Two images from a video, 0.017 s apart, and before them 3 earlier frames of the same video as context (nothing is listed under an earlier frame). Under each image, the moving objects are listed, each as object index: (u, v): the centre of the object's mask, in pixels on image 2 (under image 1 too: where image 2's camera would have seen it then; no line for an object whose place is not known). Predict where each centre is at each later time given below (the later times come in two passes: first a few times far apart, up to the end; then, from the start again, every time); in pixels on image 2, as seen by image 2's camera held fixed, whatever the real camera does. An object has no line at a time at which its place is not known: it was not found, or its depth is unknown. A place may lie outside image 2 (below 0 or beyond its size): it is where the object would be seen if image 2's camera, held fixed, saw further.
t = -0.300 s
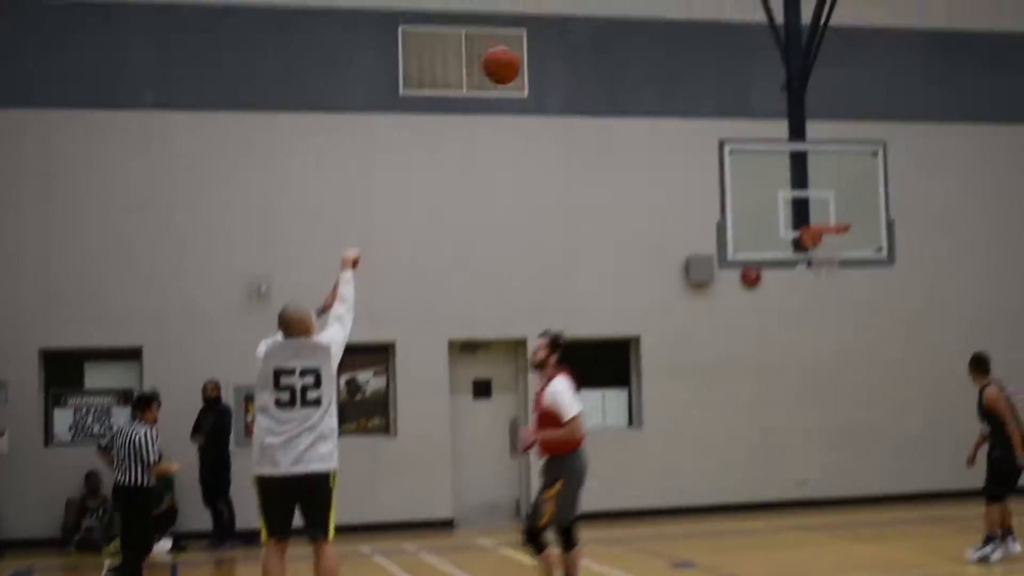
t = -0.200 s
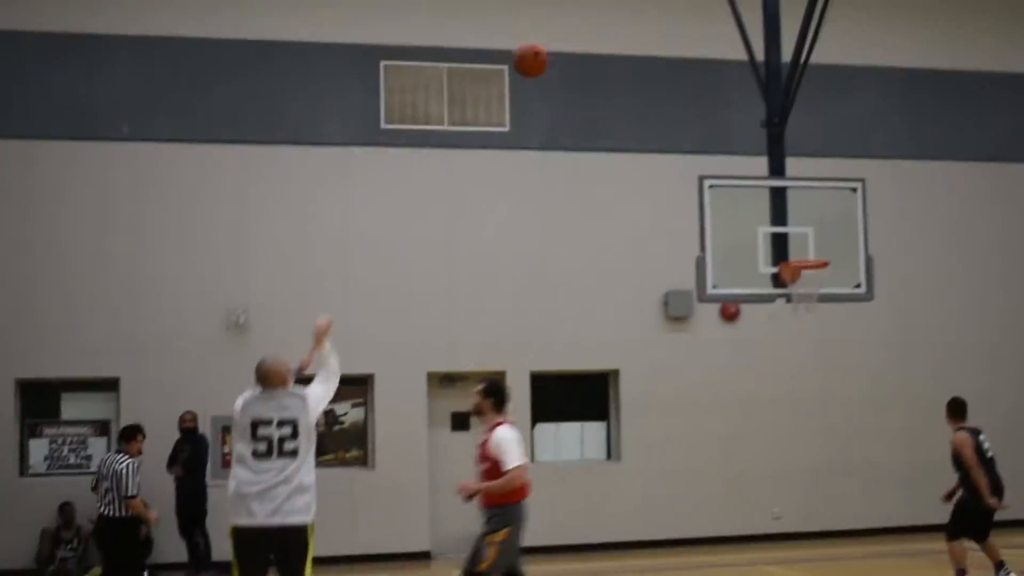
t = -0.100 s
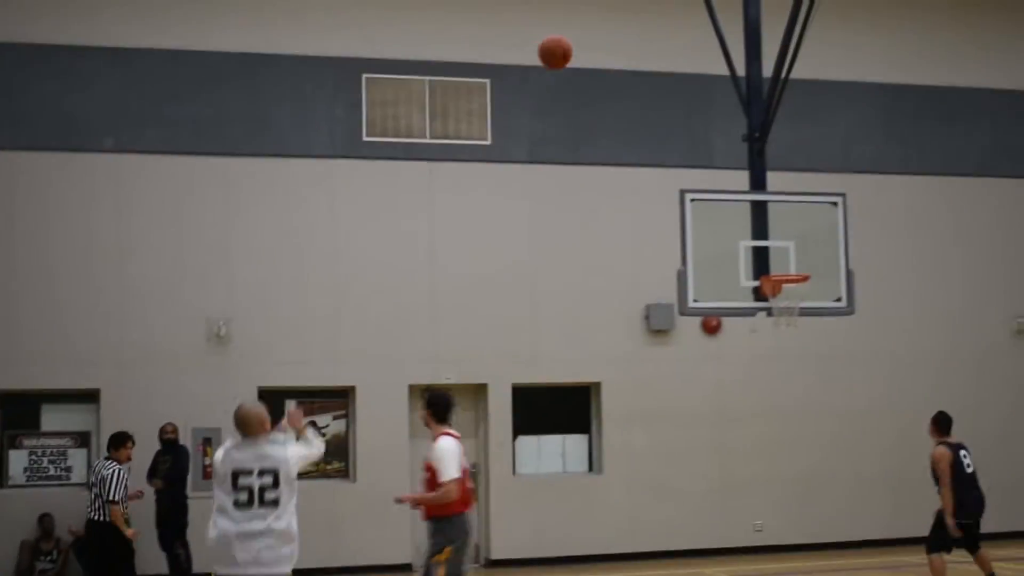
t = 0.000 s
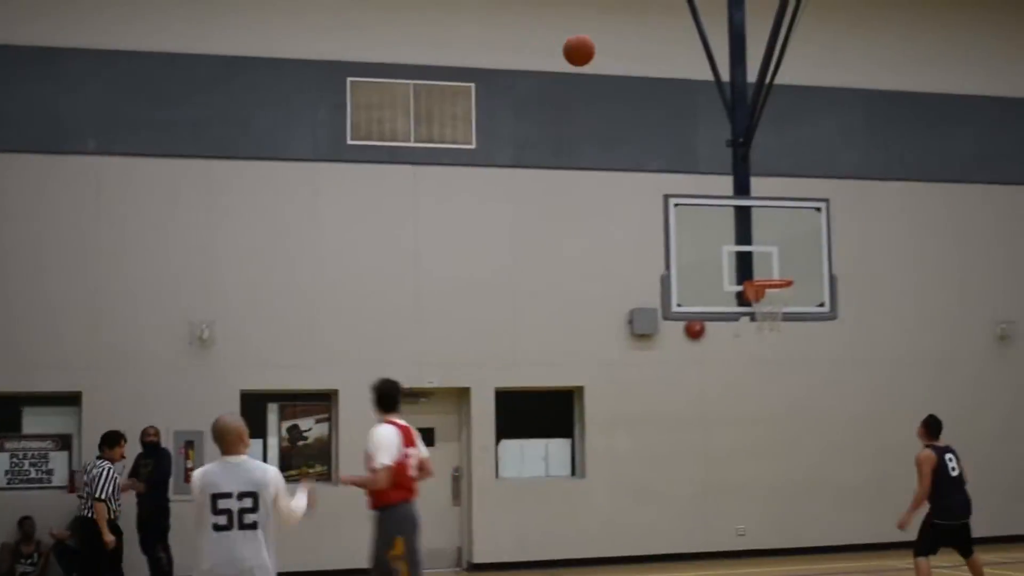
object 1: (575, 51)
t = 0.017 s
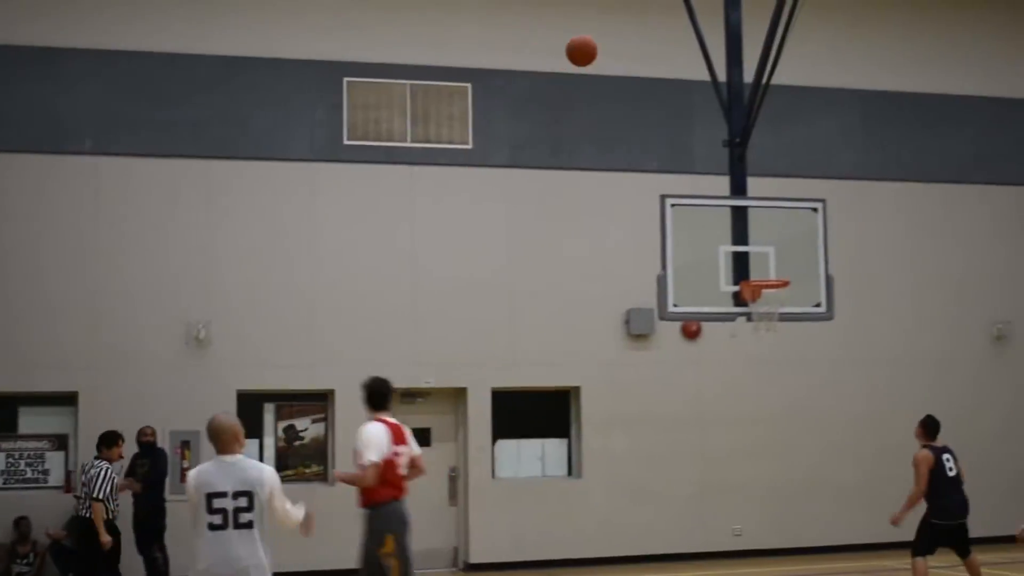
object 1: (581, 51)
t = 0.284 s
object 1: (672, 96)
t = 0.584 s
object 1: (749, 221)
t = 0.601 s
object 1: (754, 230)
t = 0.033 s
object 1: (588, 51)
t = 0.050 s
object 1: (595, 52)
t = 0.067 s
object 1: (601, 53)
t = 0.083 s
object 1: (607, 54)
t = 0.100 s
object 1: (613, 57)
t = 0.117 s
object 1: (618, 59)
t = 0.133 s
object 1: (624, 61)
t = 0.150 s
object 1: (630, 64)
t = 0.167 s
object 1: (636, 68)
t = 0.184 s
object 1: (641, 71)
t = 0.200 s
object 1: (646, 74)
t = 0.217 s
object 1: (651, 78)
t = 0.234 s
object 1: (656, 82)
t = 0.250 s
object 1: (662, 87)
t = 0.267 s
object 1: (668, 91)
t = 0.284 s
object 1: (672, 96)
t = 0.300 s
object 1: (678, 101)
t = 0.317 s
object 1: (683, 106)
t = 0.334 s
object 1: (687, 111)
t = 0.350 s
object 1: (692, 117)
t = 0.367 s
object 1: (697, 123)
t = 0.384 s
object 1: (702, 130)
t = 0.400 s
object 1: (706, 136)
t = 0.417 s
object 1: (711, 144)
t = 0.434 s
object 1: (715, 150)
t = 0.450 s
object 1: (719, 157)
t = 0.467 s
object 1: (722, 164)
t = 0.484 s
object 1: (727, 172)
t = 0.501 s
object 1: (733, 180)
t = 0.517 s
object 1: (734, 187)
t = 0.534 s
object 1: (738, 195)
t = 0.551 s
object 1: (742, 204)
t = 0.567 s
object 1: (746, 212)
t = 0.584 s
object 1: (749, 221)
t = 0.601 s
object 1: (754, 230)
